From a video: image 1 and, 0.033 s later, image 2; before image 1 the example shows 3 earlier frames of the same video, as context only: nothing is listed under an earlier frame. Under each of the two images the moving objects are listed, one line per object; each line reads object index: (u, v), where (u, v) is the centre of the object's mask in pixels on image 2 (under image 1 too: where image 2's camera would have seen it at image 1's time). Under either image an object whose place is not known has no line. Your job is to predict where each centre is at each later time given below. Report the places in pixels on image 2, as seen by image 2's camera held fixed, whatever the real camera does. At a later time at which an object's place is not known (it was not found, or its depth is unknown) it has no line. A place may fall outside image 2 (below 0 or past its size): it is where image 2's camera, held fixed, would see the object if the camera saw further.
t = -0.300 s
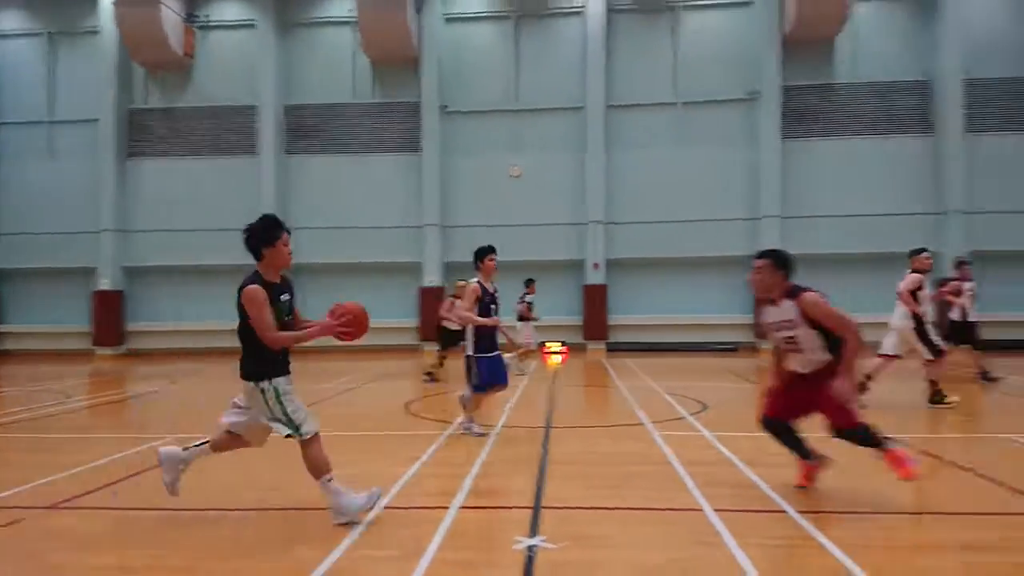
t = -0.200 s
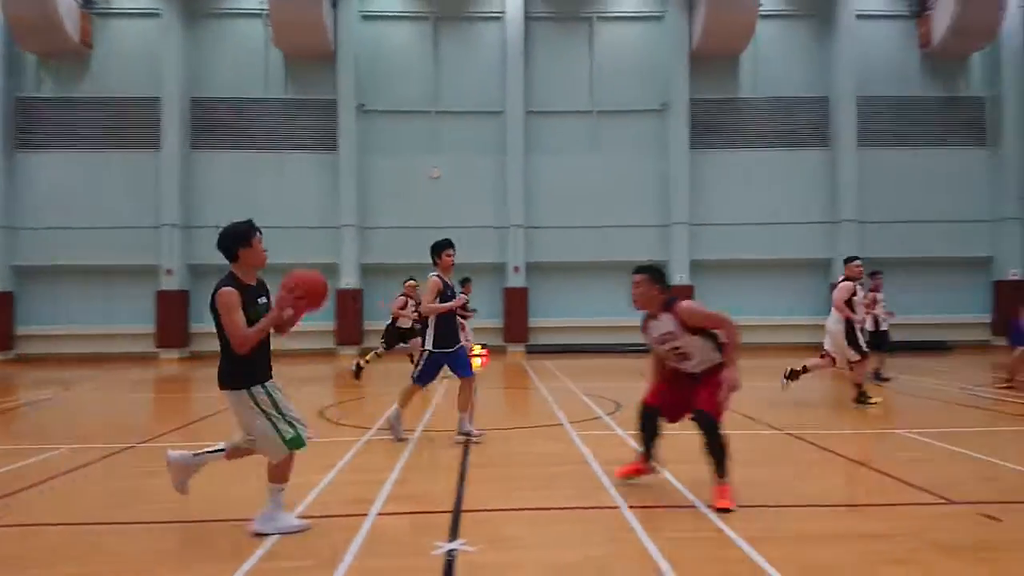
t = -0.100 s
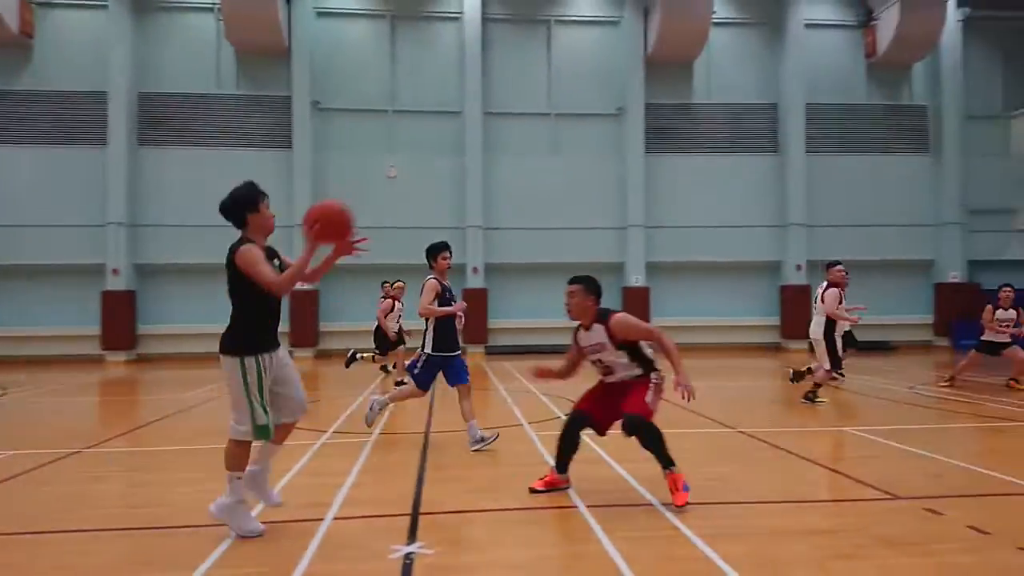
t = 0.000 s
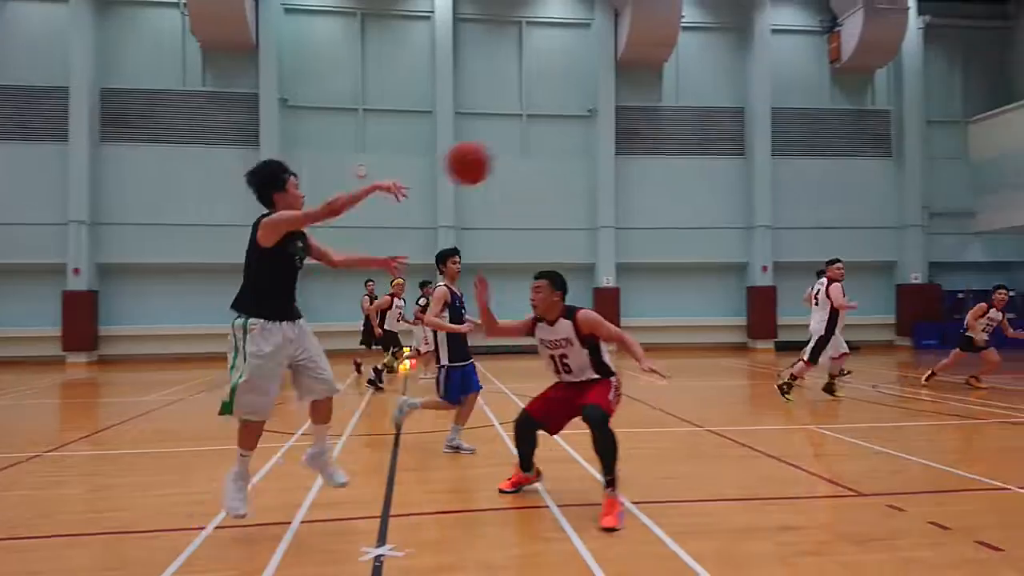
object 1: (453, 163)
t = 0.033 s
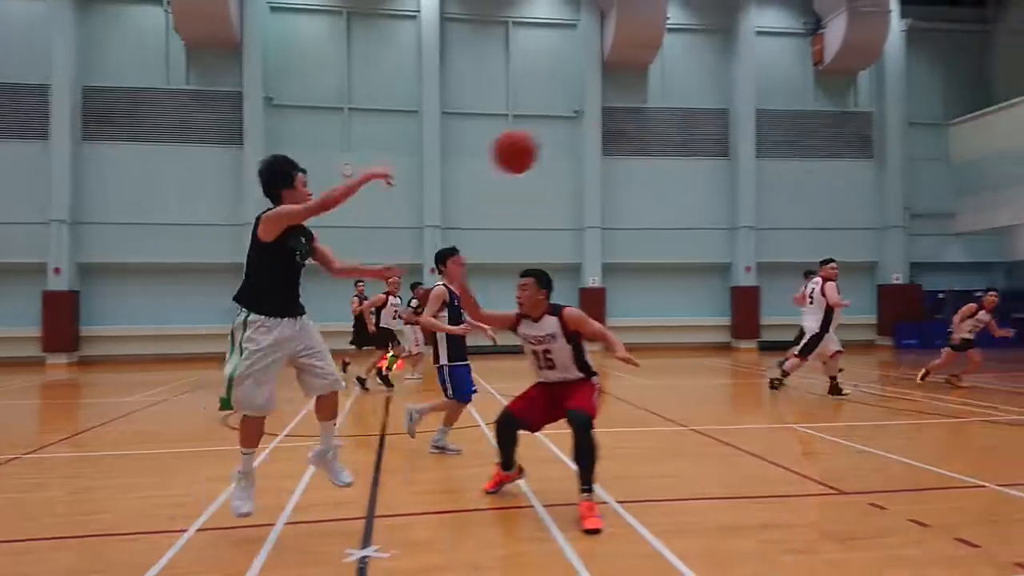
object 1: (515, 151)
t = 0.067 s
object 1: (574, 141)
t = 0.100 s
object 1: (631, 133)
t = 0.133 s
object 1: (689, 128)
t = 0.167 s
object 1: (743, 123)
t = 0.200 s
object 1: (797, 121)
